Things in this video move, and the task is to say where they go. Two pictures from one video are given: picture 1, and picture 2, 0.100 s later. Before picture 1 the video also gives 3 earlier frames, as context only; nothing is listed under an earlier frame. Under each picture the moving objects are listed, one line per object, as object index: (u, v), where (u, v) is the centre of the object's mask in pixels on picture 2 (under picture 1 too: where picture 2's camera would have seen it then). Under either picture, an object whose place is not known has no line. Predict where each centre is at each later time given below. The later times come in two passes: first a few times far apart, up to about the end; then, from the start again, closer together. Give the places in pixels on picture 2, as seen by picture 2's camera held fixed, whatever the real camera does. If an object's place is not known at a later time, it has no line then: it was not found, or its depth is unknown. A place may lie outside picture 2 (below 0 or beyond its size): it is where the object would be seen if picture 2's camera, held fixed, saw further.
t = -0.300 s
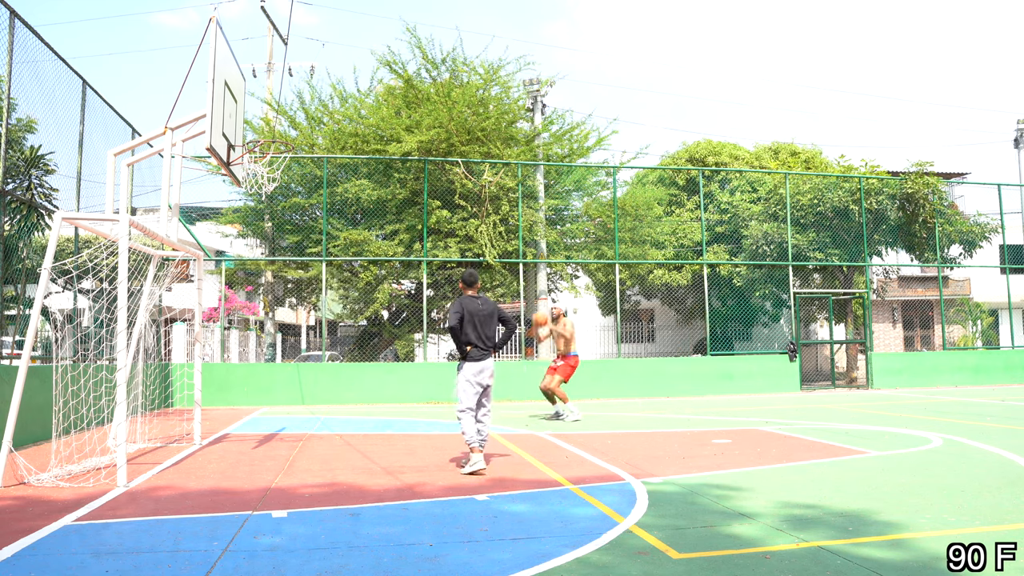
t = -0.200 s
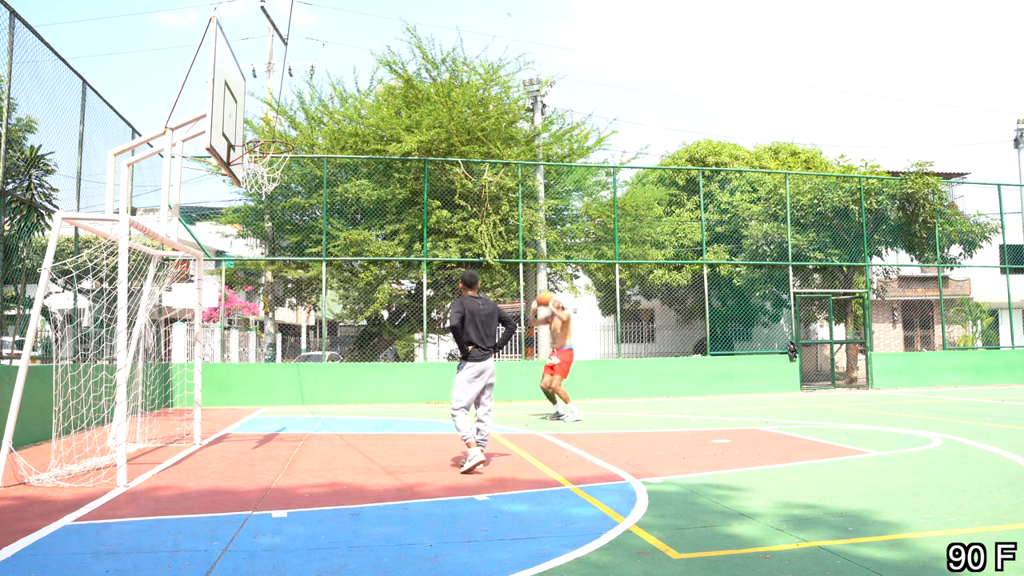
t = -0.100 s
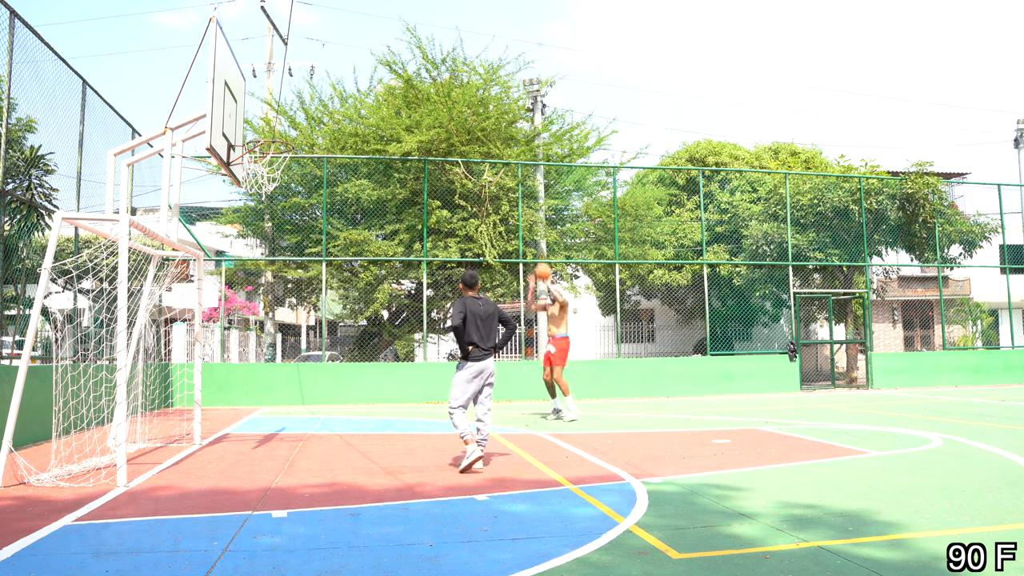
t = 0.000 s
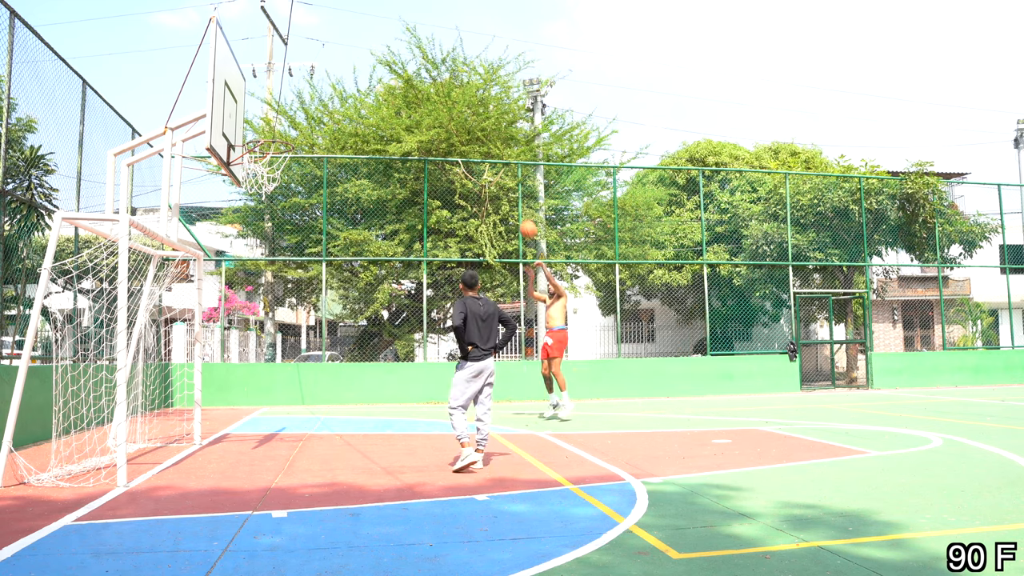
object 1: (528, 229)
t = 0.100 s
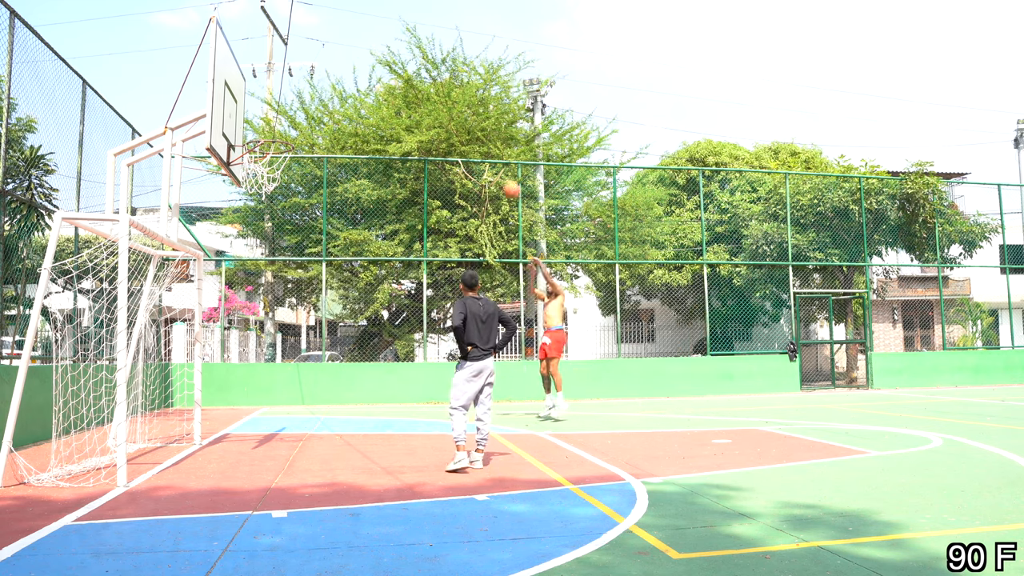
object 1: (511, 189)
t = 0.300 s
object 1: (476, 127)
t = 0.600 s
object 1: (416, 78)
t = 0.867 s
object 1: (352, 89)
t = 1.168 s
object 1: (332, 119)
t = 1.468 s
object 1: (426, 120)
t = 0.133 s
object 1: (506, 177)
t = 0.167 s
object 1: (500, 166)
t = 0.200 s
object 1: (494, 156)
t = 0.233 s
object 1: (488, 145)
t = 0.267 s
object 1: (482, 136)
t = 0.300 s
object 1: (476, 127)
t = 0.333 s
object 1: (470, 118)
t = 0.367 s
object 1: (464, 111)
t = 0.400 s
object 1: (457, 104)
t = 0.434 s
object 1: (451, 98)
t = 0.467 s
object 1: (444, 92)
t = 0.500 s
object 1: (438, 87)
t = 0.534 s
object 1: (431, 84)
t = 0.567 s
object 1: (424, 80)
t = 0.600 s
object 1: (416, 78)
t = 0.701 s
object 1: (394, 75)
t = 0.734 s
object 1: (386, 76)
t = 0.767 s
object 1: (378, 78)
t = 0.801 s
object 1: (370, 81)
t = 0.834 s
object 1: (362, 85)
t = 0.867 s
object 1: (352, 89)
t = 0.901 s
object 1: (343, 95)
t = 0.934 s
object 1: (334, 102)
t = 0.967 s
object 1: (325, 110)
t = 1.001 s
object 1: (316, 120)
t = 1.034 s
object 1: (306, 131)
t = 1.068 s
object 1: (303, 137)
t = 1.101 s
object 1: (312, 130)
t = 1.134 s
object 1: (322, 123)
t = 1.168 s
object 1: (332, 119)
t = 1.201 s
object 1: (342, 114)
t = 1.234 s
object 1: (352, 112)
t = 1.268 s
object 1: (362, 109)
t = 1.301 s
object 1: (373, 108)
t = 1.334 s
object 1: (383, 109)
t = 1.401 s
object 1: (404, 112)
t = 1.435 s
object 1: (415, 115)
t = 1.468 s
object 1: (426, 120)
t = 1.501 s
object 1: (437, 126)
